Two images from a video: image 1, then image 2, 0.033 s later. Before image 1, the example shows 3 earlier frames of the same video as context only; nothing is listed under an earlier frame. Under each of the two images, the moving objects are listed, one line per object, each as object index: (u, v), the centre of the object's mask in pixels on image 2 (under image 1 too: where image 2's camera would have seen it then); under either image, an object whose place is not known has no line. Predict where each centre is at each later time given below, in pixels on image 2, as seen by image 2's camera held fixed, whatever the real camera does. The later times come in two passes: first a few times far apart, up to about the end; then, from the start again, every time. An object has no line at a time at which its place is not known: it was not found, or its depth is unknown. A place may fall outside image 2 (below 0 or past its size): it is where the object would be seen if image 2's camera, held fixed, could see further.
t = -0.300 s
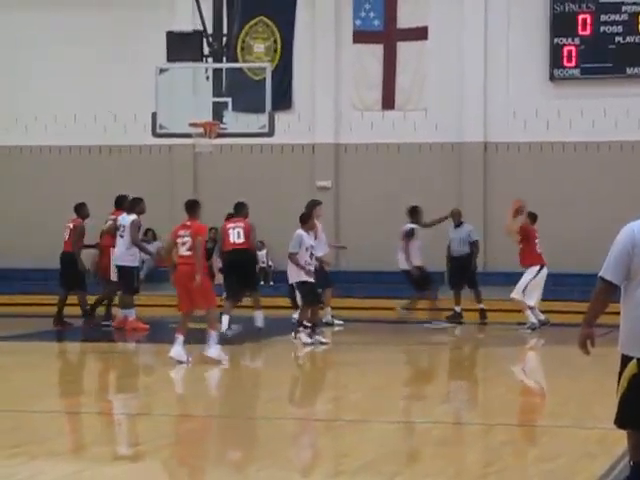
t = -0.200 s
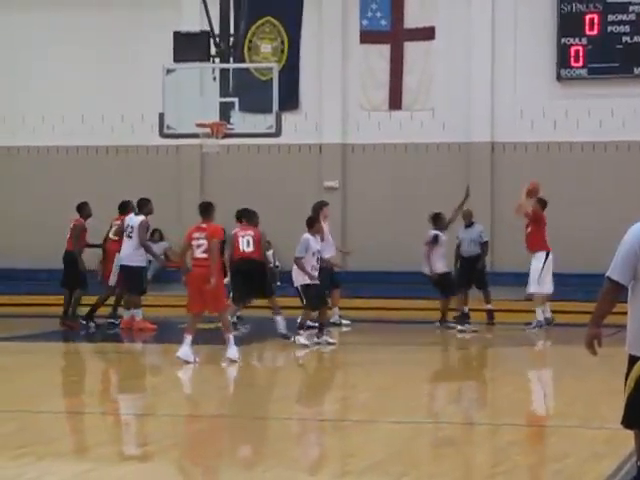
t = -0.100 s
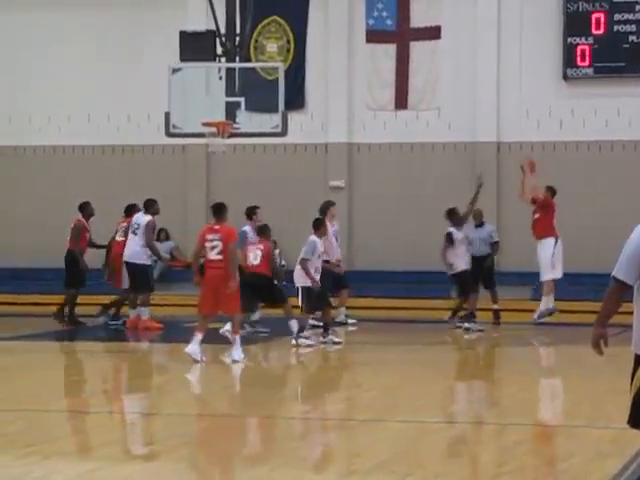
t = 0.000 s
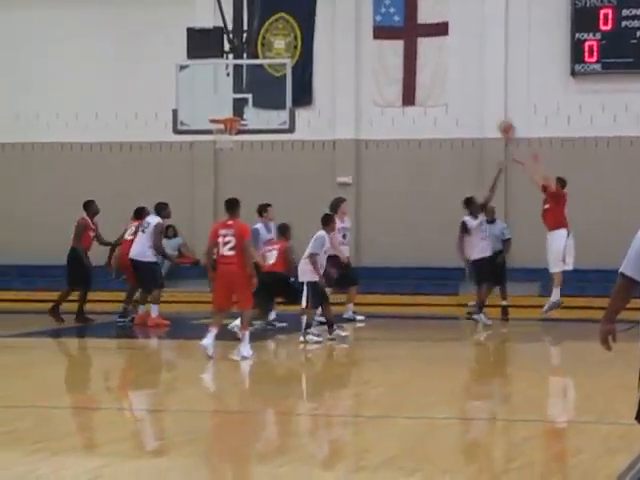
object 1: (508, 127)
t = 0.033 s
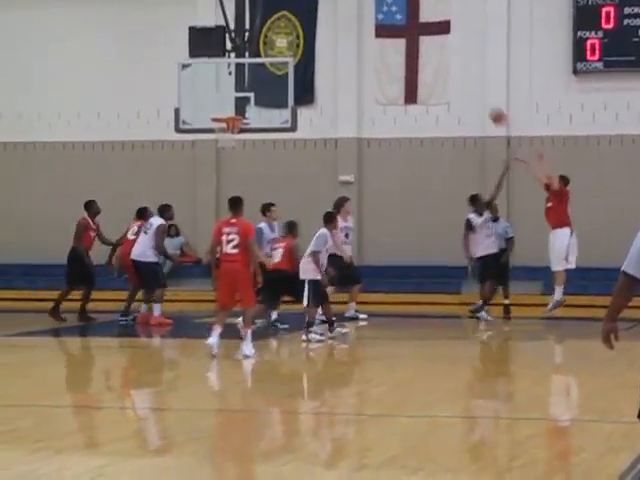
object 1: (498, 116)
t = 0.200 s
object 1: (444, 77)
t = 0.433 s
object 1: (370, 53)
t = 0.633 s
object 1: (311, 59)
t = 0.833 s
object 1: (250, 93)
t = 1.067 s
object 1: (222, 145)
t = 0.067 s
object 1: (487, 107)
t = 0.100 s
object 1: (476, 98)
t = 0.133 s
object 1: (465, 91)
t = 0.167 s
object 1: (455, 84)
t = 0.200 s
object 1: (444, 77)
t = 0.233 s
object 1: (434, 72)
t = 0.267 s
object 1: (423, 66)
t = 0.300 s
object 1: (412, 61)
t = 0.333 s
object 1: (401, 59)
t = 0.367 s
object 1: (391, 56)
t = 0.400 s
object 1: (380, 54)
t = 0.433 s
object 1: (370, 53)
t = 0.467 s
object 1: (360, 52)
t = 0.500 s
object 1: (350, 52)
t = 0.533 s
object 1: (339, 53)
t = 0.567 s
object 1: (330, 55)
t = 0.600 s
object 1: (319, 57)
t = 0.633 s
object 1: (311, 59)
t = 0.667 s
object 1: (301, 63)
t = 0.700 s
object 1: (291, 68)
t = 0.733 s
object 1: (279, 74)
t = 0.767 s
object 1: (270, 78)
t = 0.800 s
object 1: (261, 85)
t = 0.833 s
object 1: (250, 93)
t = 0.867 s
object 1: (241, 100)
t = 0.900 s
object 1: (230, 109)
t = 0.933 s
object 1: (220, 119)
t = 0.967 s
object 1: (219, 125)
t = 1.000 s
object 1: (219, 134)
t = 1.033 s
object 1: (220, 138)
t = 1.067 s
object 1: (222, 145)
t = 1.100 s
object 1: (223, 150)
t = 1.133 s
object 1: (225, 159)
